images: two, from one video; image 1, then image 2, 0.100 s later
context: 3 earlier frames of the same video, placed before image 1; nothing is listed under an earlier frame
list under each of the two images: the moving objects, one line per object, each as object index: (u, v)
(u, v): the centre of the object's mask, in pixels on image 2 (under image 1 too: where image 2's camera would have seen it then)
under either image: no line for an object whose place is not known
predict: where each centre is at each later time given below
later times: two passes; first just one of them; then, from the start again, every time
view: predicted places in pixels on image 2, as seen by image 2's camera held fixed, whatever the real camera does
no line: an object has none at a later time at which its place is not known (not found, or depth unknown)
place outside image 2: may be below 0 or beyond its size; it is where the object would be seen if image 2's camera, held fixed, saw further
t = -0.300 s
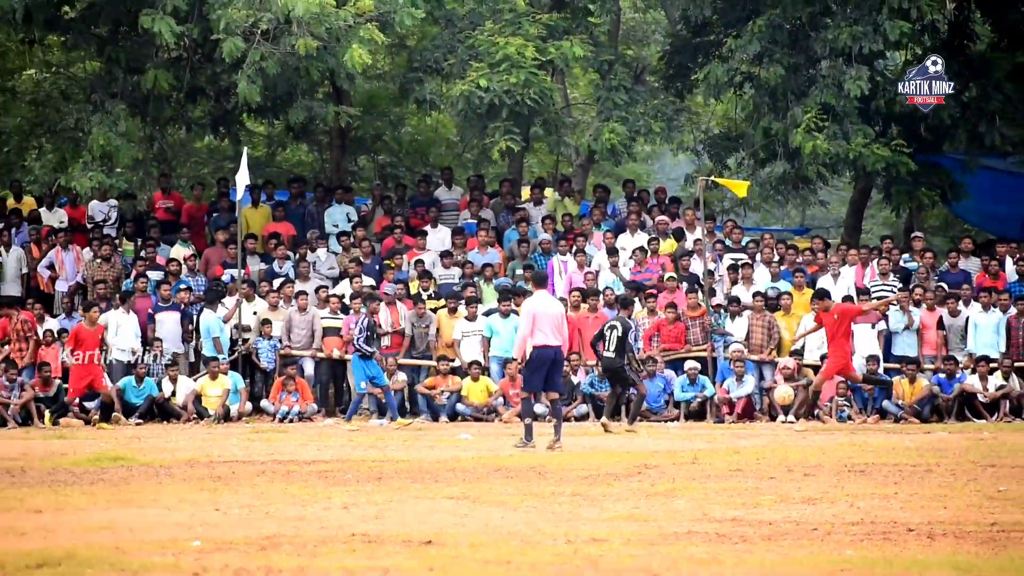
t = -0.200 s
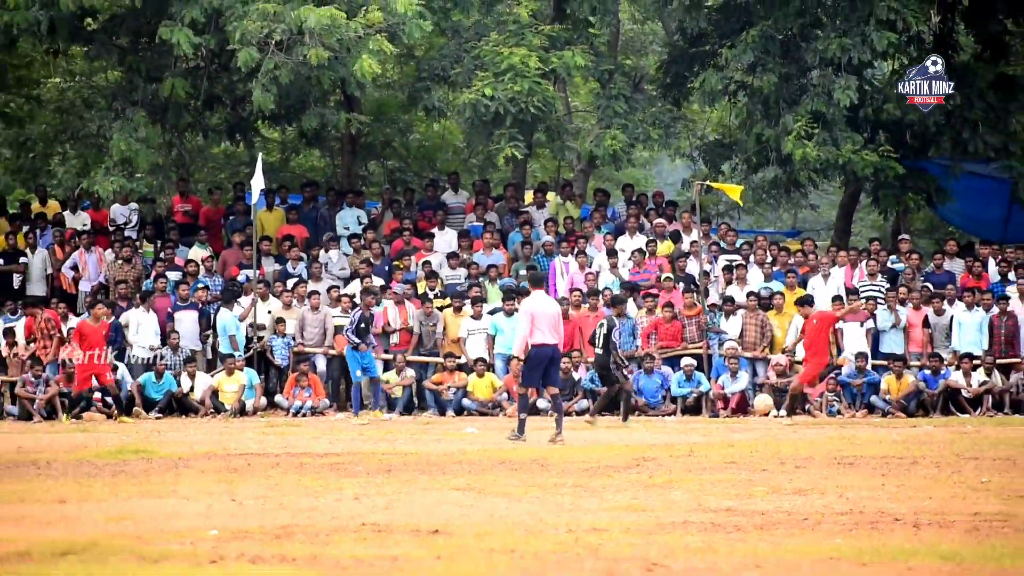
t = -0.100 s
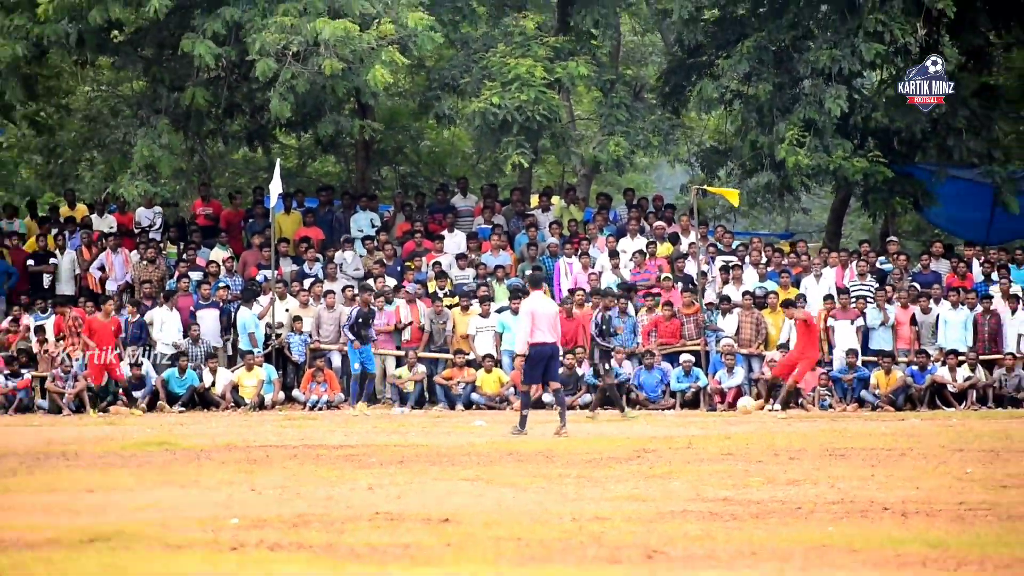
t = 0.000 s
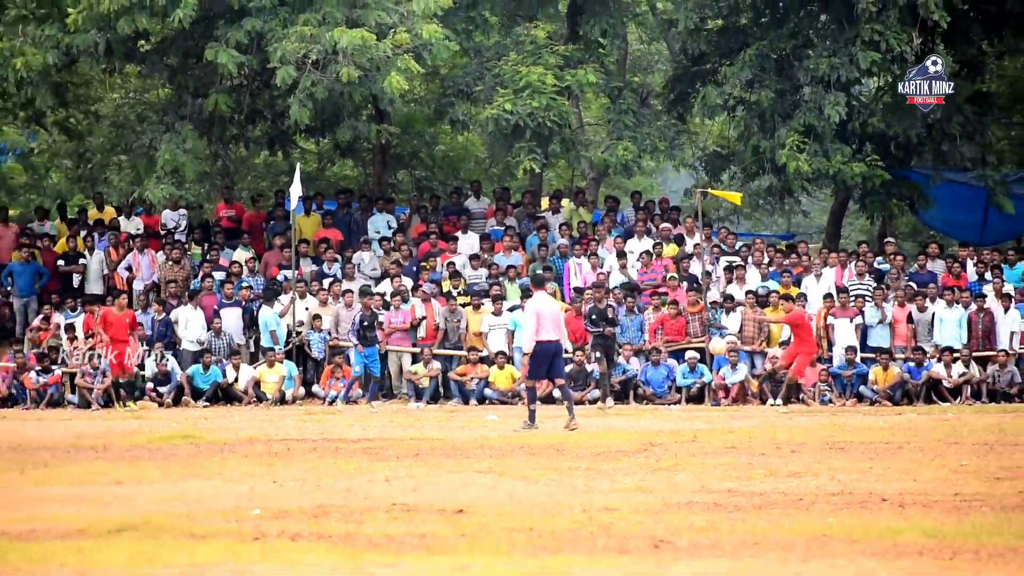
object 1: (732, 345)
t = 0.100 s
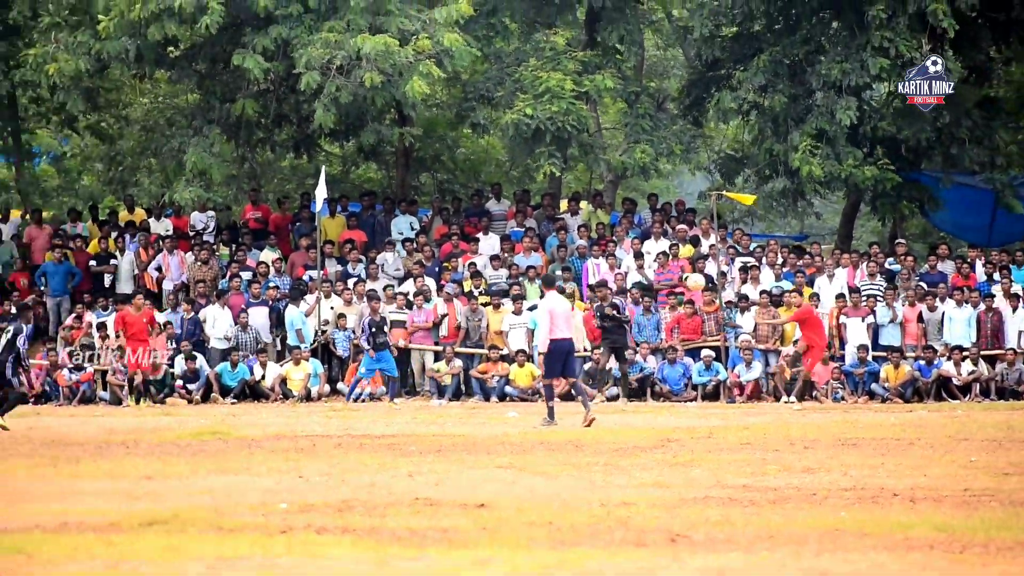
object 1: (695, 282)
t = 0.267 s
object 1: (634, 185)
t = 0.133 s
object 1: (684, 262)
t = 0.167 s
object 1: (672, 241)
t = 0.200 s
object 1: (659, 222)
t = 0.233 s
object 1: (646, 203)
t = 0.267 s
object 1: (634, 185)
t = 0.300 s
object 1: (622, 167)
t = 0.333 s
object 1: (609, 150)
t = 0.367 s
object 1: (596, 133)
